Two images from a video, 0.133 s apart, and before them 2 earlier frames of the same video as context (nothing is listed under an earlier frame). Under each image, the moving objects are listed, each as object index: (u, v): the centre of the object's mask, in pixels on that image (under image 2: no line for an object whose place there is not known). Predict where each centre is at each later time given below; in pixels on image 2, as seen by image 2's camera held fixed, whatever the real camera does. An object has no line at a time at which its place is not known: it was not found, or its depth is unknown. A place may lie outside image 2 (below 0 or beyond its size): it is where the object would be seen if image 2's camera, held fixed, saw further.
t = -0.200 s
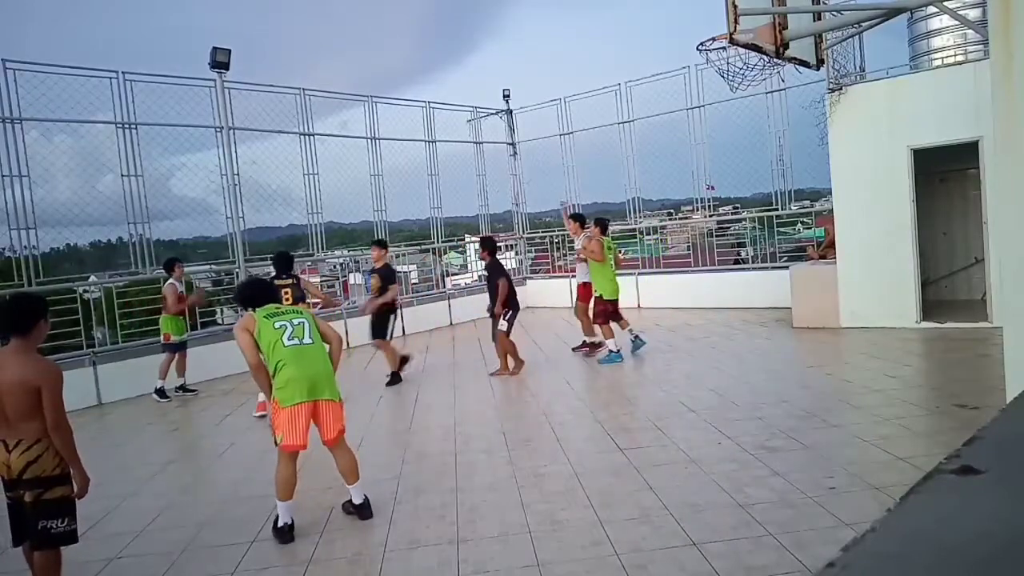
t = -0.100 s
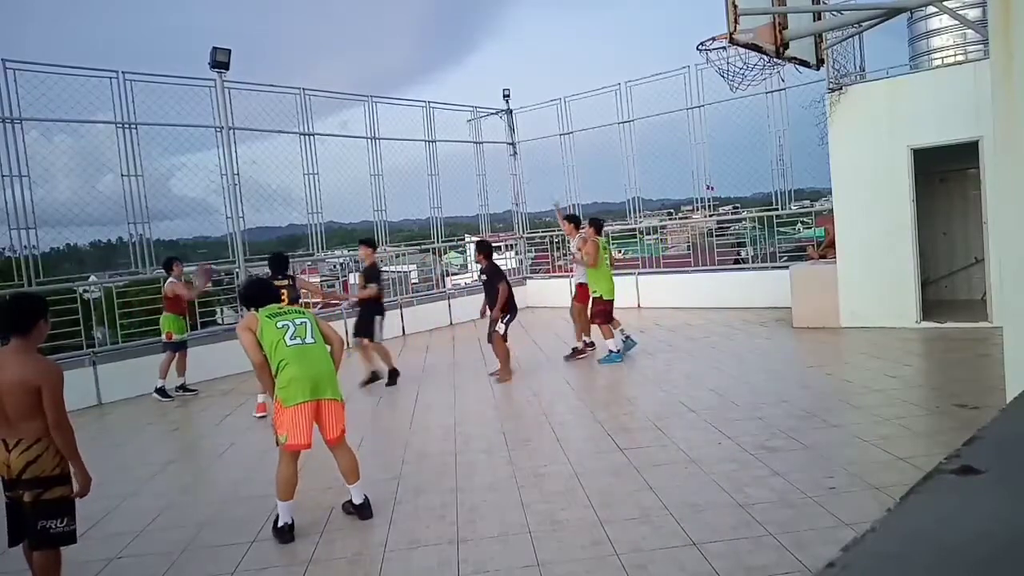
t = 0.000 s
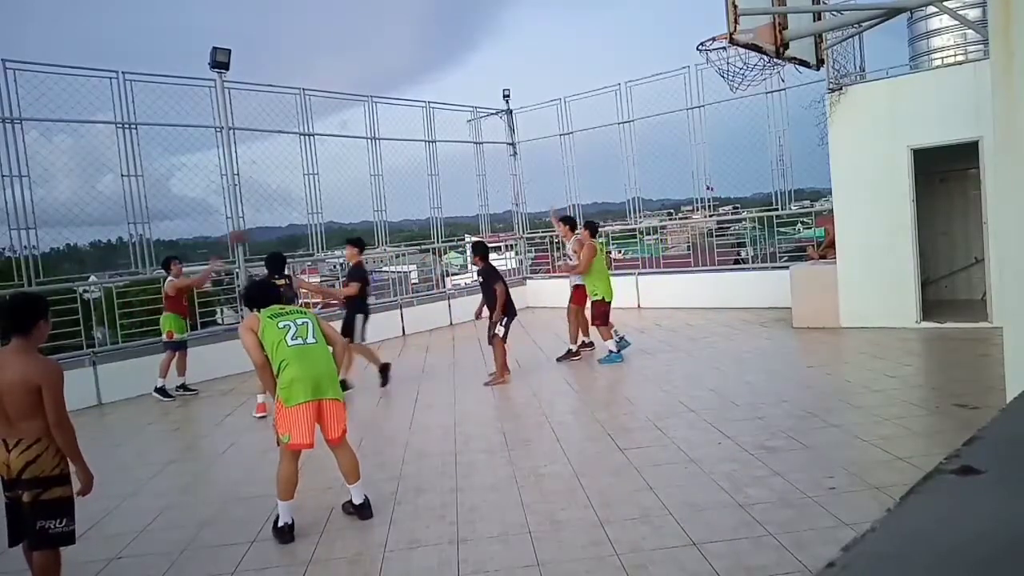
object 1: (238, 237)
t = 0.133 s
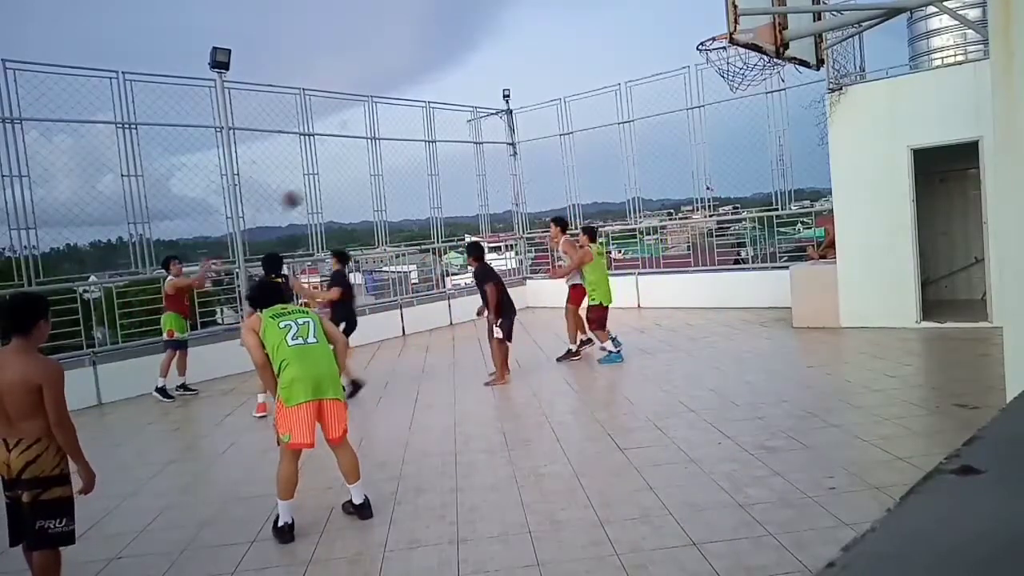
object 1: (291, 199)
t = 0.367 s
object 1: (387, 166)
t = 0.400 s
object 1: (399, 166)
